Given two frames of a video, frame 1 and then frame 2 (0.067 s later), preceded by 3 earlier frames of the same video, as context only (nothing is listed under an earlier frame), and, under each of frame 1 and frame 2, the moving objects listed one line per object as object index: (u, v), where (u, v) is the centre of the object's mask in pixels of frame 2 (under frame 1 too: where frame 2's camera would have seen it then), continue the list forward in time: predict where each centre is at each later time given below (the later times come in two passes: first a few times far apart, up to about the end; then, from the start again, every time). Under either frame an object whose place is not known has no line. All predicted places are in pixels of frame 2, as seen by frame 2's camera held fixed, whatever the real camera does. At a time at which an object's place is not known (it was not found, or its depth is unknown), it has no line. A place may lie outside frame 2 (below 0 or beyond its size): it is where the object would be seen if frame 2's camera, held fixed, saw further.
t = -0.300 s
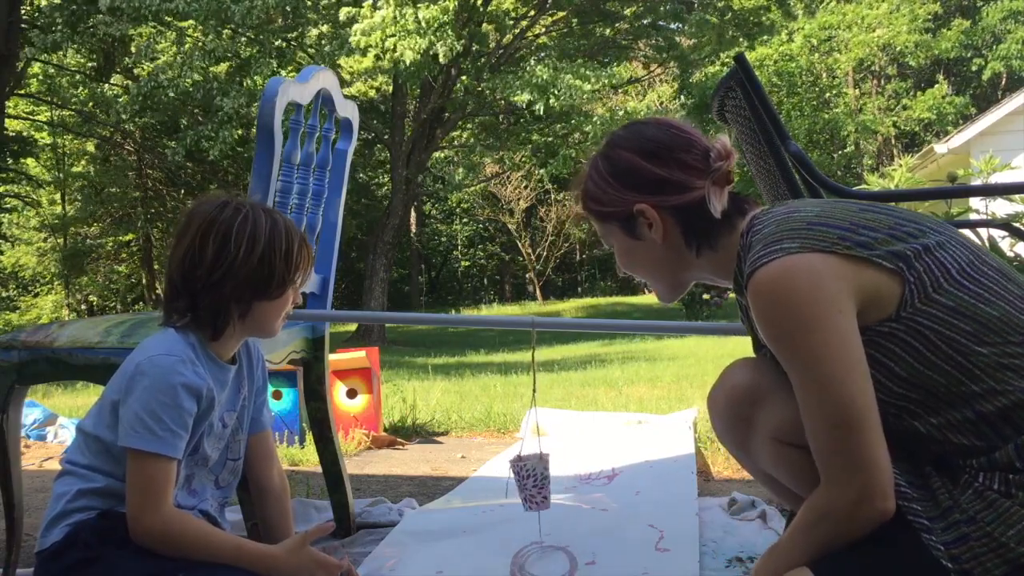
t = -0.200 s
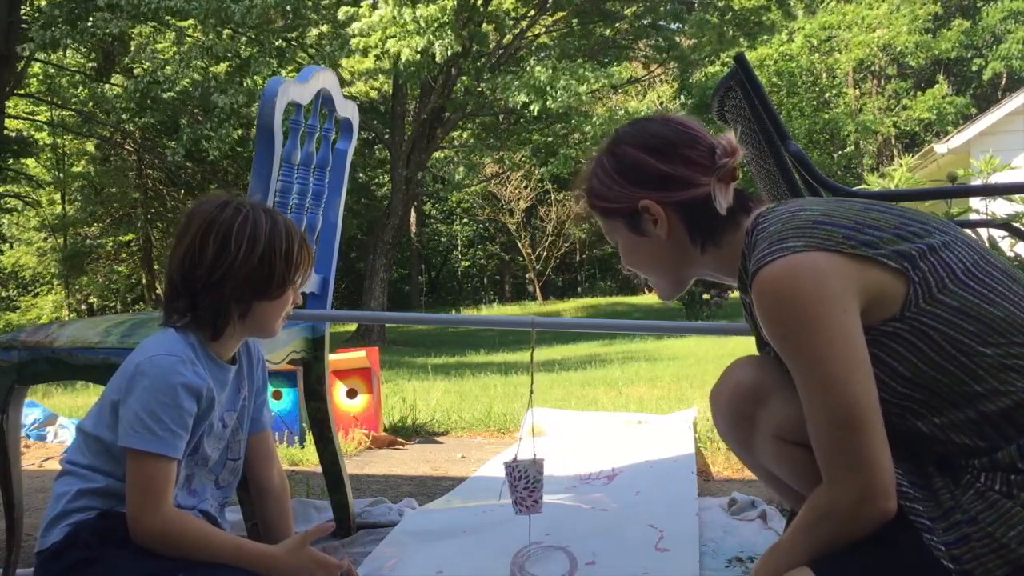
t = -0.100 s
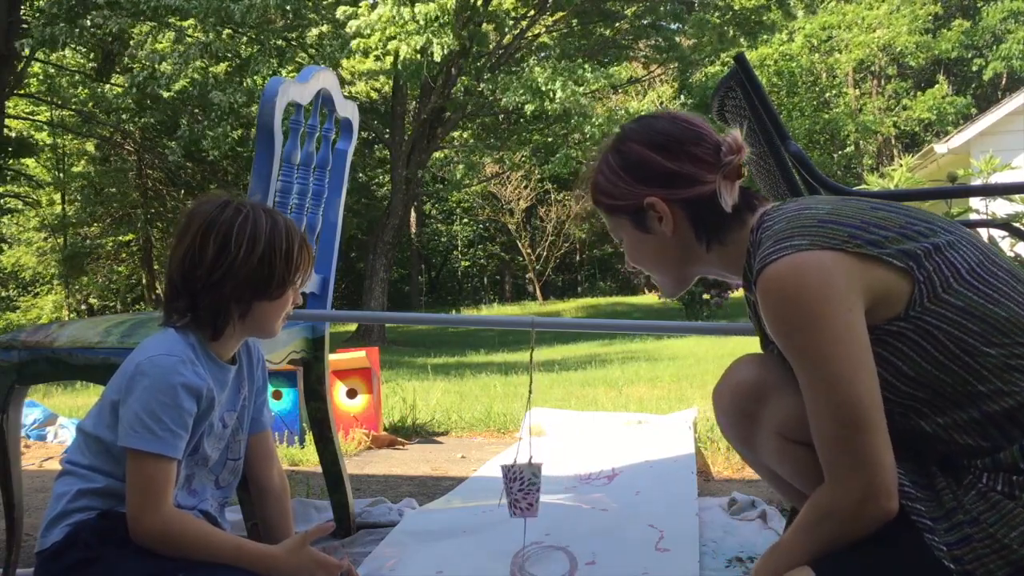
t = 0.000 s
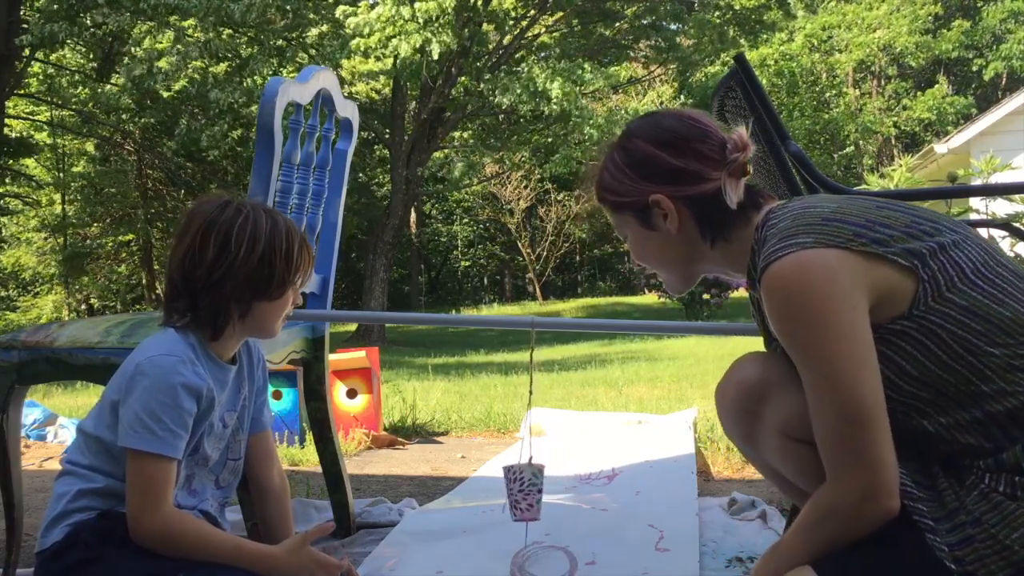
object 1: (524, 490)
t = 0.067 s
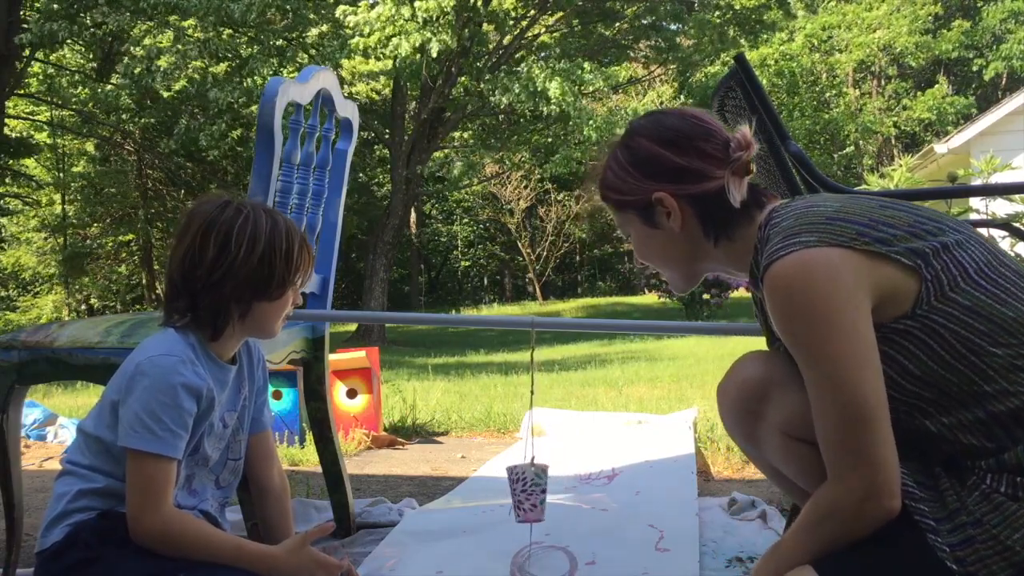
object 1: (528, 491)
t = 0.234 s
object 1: (543, 491)
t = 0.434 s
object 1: (557, 486)
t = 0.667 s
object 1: (548, 481)
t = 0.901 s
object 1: (528, 487)
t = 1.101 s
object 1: (523, 490)
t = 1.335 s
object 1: (539, 490)
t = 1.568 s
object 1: (555, 485)
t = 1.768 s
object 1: (549, 483)
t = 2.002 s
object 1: (527, 488)
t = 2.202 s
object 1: (521, 490)
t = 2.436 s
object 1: (537, 490)
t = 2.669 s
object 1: (553, 483)
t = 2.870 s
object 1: (548, 483)
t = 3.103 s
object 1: (528, 488)
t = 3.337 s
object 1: (524, 489)
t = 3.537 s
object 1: (539, 488)
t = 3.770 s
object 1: (556, 482)
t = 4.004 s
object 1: (549, 486)
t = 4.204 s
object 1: (531, 489)
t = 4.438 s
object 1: (523, 489)
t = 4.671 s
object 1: (538, 487)
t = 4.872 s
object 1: (551, 483)
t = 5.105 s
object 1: (549, 487)
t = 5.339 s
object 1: (532, 491)
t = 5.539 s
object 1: (525, 490)
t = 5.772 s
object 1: (536, 486)
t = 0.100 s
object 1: (531, 491)
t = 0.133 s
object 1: (534, 491)
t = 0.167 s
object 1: (537, 491)
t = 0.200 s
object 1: (540, 491)
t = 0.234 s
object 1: (543, 491)
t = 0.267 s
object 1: (546, 490)
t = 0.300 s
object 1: (549, 490)
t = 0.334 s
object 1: (552, 489)
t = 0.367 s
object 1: (554, 488)
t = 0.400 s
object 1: (556, 487)
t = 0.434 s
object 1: (557, 486)
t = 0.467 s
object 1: (557, 486)
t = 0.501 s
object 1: (557, 484)
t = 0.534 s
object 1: (556, 483)
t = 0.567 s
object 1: (555, 482)
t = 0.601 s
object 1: (553, 482)
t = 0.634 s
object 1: (551, 481)
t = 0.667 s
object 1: (548, 481)
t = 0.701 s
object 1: (546, 481)
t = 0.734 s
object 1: (543, 482)
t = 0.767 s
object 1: (540, 483)
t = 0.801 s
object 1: (537, 484)
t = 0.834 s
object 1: (534, 485)
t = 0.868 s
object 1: (531, 486)
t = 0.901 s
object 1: (528, 487)
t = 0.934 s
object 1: (526, 488)
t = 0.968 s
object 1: (524, 488)
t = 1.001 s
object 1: (523, 489)
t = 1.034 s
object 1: (523, 489)
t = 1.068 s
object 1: (522, 489)
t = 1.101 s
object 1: (523, 490)
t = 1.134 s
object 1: (524, 490)
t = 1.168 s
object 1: (526, 490)
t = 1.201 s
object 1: (527, 491)
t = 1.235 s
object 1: (530, 491)
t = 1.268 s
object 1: (533, 491)
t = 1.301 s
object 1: (536, 491)
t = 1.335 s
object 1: (539, 490)
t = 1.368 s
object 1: (542, 490)
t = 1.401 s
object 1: (546, 489)
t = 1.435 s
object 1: (548, 489)
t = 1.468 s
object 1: (551, 488)
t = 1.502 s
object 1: (553, 487)
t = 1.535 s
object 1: (554, 486)
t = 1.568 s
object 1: (555, 485)
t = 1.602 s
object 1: (556, 484)
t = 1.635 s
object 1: (555, 483)
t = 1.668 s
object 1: (554, 483)
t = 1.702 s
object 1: (553, 482)
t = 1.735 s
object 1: (551, 482)
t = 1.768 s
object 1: (549, 483)
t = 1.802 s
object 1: (546, 483)
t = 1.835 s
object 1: (543, 484)
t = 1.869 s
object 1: (540, 485)
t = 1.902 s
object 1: (537, 485)
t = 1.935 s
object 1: (533, 486)
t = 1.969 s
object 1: (531, 487)
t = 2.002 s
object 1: (527, 488)
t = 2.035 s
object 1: (525, 489)
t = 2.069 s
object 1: (523, 489)
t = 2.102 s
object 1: (521, 490)
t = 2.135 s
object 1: (521, 490)
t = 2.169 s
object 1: (520, 490)
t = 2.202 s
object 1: (521, 490)
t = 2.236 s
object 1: (521, 490)
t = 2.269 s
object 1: (523, 491)
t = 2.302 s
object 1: (525, 491)
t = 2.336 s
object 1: (527, 491)
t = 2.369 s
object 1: (530, 491)
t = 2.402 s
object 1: (533, 490)
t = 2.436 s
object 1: (537, 490)
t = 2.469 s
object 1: (540, 489)
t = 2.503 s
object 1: (543, 489)
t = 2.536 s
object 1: (546, 487)
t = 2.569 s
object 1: (549, 486)
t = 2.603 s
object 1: (551, 485)
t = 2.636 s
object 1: (552, 484)
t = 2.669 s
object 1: (553, 483)
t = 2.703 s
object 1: (554, 482)
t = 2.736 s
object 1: (553, 482)
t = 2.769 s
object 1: (553, 482)
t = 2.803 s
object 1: (551, 482)
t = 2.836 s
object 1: (550, 482)
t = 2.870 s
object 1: (548, 483)
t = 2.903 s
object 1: (545, 483)
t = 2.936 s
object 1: (543, 484)
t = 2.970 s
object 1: (540, 485)
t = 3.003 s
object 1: (537, 486)
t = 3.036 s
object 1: (534, 487)
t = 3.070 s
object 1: (531, 488)
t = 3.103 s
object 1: (528, 488)
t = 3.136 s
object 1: (526, 489)
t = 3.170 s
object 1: (524, 489)
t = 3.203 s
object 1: (523, 489)
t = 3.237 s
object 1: (522, 489)
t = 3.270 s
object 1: (522, 489)
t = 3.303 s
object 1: (522, 489)
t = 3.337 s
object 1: (524, 489)
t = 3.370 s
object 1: (526, 490)
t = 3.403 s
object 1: (528, 489)
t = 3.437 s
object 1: (530, 489)
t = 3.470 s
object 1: (533, 489)
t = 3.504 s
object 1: (536, 488)
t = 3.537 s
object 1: (539, 488)
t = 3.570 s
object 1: (542, 487)
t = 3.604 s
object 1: (545, 486)
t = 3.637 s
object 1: (548, 486)
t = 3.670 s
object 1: (551, 485)
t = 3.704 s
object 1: (553, 484)
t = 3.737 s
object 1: (555, 483)
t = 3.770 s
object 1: (556, 482)
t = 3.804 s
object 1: (556, 483)
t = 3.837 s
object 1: (556, 482)
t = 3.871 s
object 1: (556, 483)
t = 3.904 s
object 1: (555, 483)
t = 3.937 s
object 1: (554, 484)
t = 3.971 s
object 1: (551, 485)
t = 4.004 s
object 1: (549, 486)
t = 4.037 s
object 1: (546, 486)
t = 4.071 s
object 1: (544, 487)
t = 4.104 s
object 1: (541, 488)
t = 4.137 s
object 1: (537, 488)
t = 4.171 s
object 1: (534, 489)
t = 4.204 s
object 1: (531, 489)
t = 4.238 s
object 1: (529, 489)
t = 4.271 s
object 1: (527, 489)
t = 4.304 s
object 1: (525, 489)
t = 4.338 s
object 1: (523, 489)
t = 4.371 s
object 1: (523, 490)
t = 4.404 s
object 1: (522, 489)
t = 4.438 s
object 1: (523, 489)
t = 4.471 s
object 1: (524, 489)
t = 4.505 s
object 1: (525, 489)
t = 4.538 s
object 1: (527, 489)
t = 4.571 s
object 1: (530, 489)
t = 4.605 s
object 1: (532, 489)
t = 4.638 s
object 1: (535, 488)
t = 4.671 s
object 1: (538, 487)
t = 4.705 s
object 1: (541, 486)
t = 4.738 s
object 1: (543, 485)
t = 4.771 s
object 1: (546, 485)
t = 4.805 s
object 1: (548, 484)
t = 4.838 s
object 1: (550, 483)
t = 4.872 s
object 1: (551, 483)
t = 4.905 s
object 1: (552, 483)
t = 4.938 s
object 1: (553, 483)
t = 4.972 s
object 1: (553, 483)
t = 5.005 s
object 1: (553, 484)
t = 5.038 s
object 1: (552, 485)
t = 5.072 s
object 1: (550, 486)
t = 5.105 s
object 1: (549, 487)
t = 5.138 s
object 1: (547, 487)
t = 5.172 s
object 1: (545, 488)
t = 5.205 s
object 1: (542, 489)
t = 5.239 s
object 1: (540, 490)
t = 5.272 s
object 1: (537, 490)
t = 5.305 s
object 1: (534, 491)
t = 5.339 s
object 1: (532, 491)
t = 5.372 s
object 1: (529, 491)
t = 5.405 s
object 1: (528, 491)
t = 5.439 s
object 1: (526, 491)
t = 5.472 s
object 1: (525, 491)
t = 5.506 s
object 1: (525, 490)
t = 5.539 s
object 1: (525, 490)
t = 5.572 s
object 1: (525, 490)
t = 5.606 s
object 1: (526, 490)
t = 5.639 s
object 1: (528, 489)
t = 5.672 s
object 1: (530, 488)
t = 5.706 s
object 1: (532, 487)
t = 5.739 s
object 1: (534, 487)
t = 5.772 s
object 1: (536, 486)
